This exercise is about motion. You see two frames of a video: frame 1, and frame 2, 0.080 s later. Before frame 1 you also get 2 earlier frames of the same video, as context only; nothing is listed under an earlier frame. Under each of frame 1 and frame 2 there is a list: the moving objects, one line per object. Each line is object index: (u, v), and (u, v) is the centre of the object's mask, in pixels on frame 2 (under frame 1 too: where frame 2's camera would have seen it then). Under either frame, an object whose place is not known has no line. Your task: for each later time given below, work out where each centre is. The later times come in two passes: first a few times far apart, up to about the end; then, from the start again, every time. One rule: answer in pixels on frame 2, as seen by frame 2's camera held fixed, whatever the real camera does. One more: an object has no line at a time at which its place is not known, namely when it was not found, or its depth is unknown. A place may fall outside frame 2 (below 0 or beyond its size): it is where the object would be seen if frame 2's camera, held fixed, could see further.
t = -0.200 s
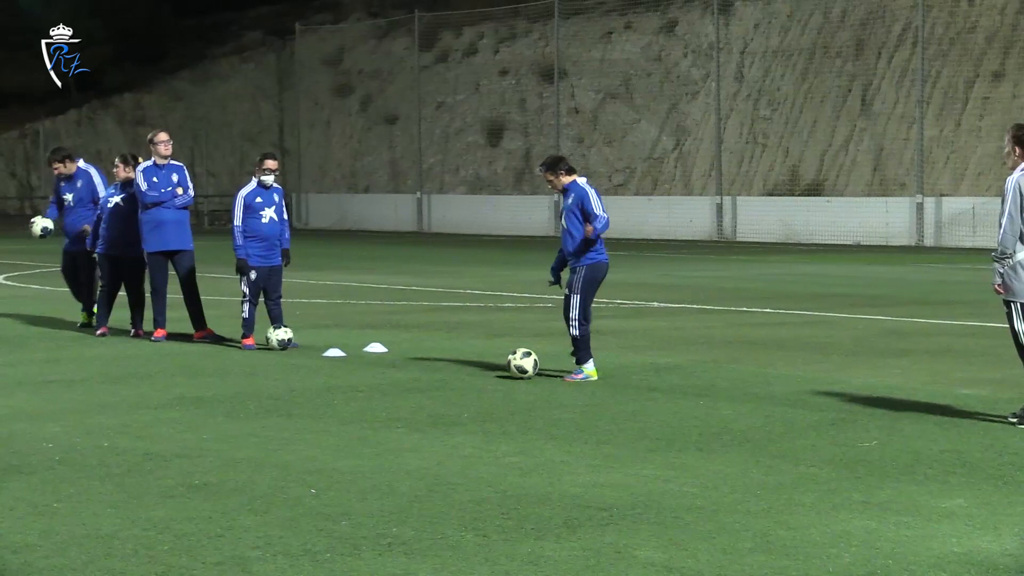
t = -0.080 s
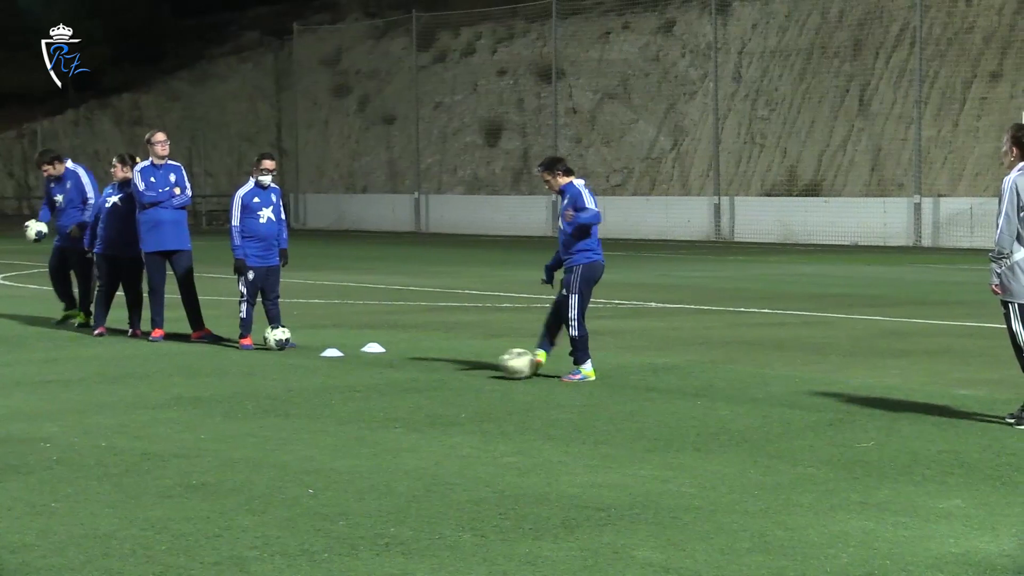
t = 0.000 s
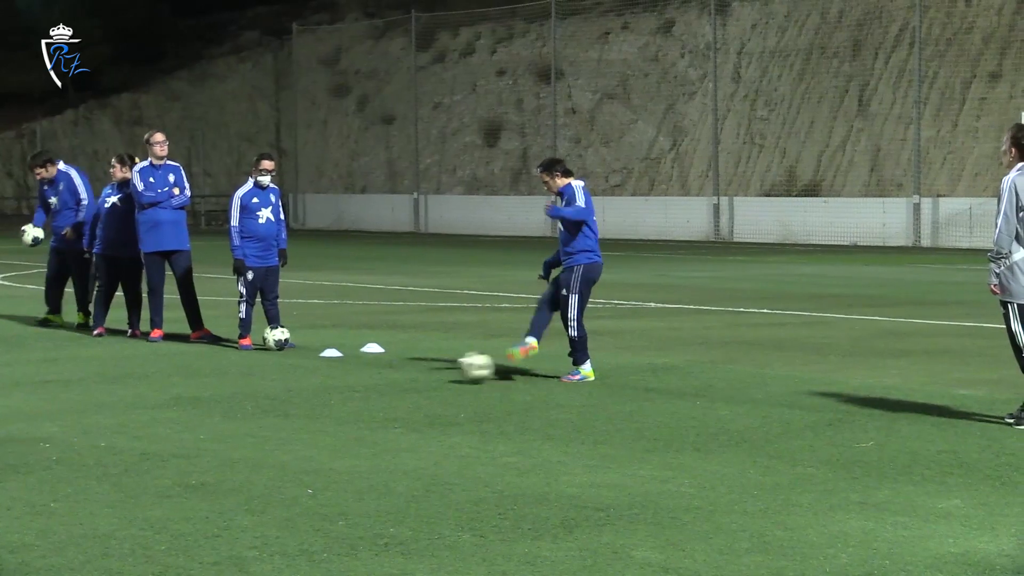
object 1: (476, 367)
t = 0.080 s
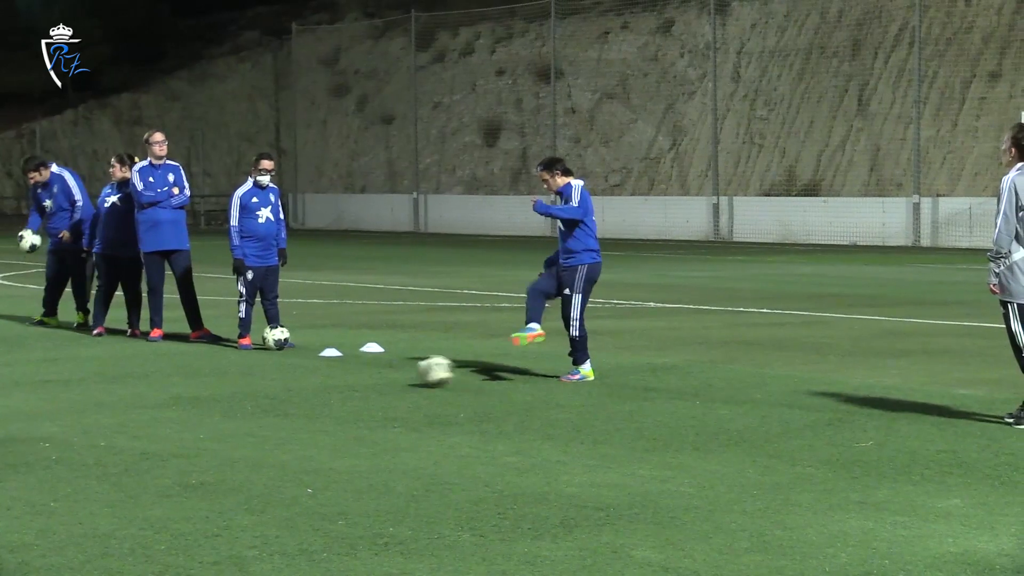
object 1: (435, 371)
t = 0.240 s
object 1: (364, 377)
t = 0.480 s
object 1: (276, 386)
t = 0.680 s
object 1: (207, 393)
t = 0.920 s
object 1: (121, 402)
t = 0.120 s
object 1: (417, 372)
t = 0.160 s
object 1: (399, 374)
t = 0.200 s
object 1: (381, 376)
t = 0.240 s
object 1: (364, 377)
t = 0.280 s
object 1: (348, 378)
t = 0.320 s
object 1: (332, 380)
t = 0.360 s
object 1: (317, 381)
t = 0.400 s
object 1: (303, 383)
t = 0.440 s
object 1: (289, 384)
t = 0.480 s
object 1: (276, 386)
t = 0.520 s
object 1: (262, 387)
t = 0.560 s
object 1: (249, 388)
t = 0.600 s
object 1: (235, 389)
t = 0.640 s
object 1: (221, 391)
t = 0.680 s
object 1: (207, 393)
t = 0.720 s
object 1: (193, 394)
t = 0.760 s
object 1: (179, 396)
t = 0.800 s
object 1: (164, 397)
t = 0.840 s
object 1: (150, 398)
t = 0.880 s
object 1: (135, 400)
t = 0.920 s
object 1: (121, 402)
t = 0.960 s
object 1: (106, 403)
